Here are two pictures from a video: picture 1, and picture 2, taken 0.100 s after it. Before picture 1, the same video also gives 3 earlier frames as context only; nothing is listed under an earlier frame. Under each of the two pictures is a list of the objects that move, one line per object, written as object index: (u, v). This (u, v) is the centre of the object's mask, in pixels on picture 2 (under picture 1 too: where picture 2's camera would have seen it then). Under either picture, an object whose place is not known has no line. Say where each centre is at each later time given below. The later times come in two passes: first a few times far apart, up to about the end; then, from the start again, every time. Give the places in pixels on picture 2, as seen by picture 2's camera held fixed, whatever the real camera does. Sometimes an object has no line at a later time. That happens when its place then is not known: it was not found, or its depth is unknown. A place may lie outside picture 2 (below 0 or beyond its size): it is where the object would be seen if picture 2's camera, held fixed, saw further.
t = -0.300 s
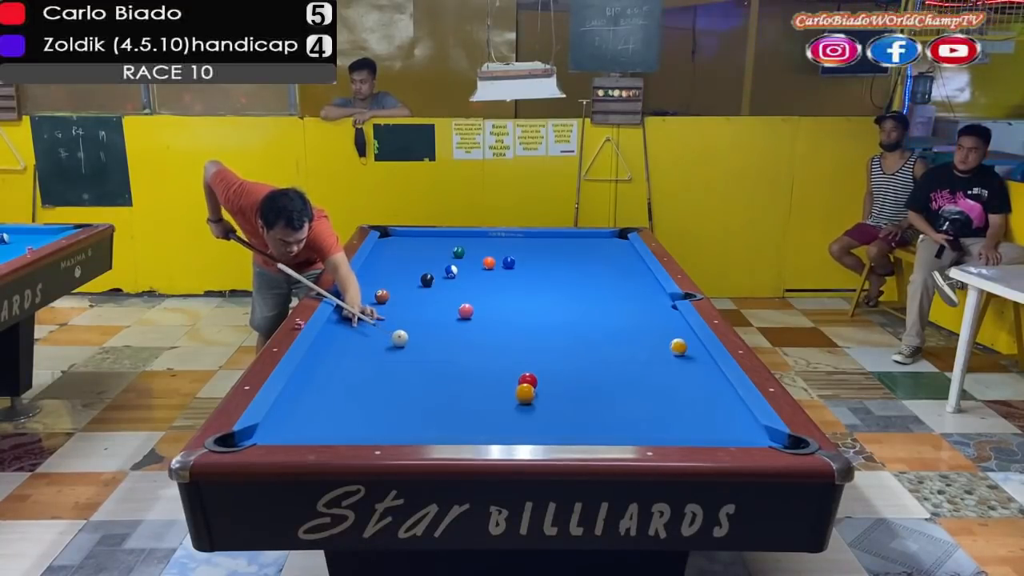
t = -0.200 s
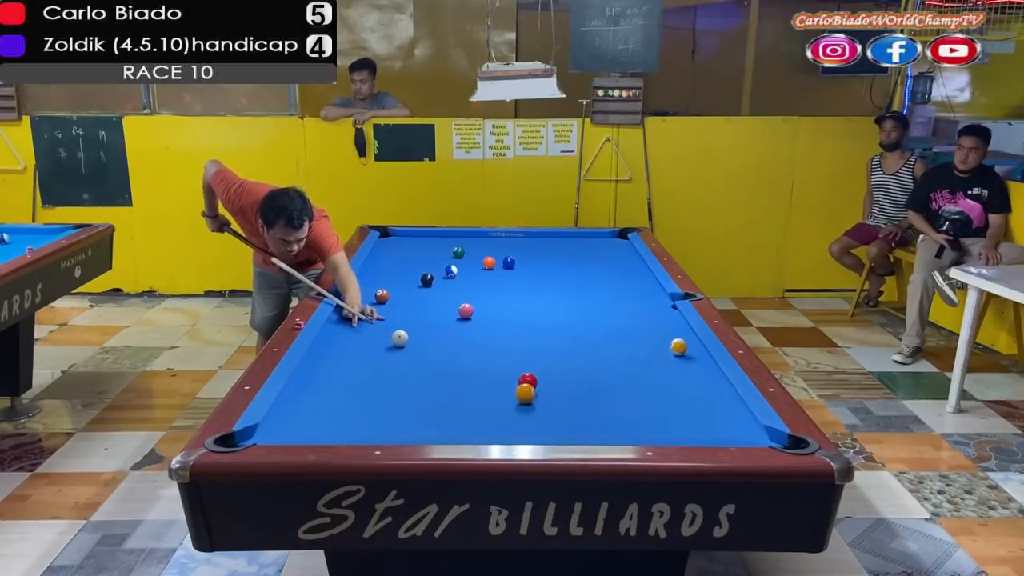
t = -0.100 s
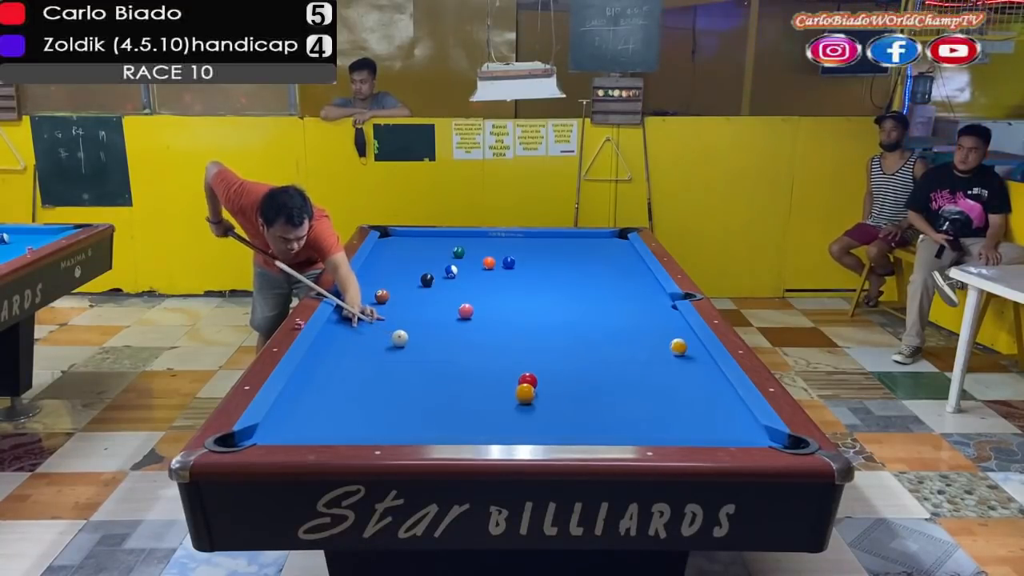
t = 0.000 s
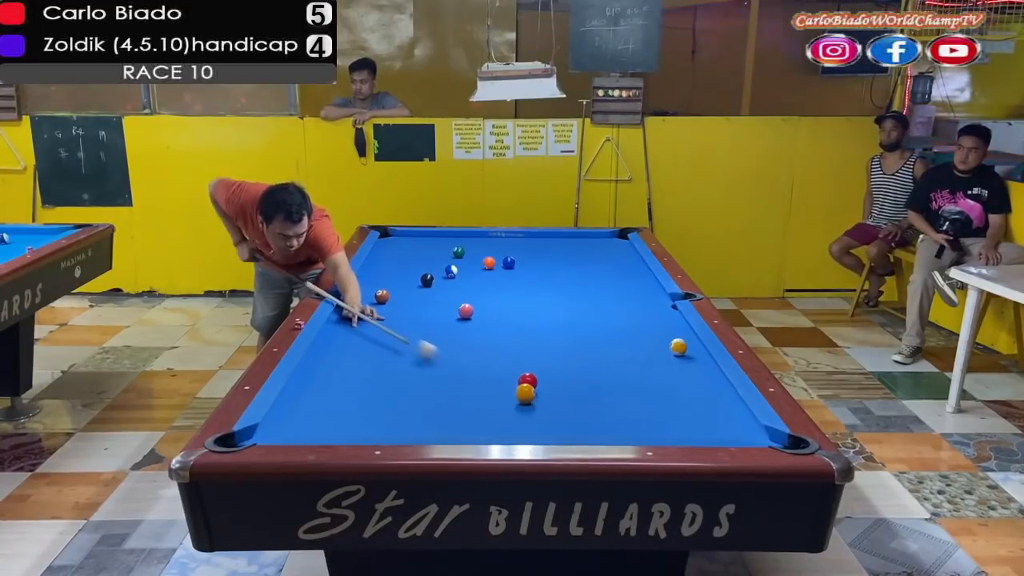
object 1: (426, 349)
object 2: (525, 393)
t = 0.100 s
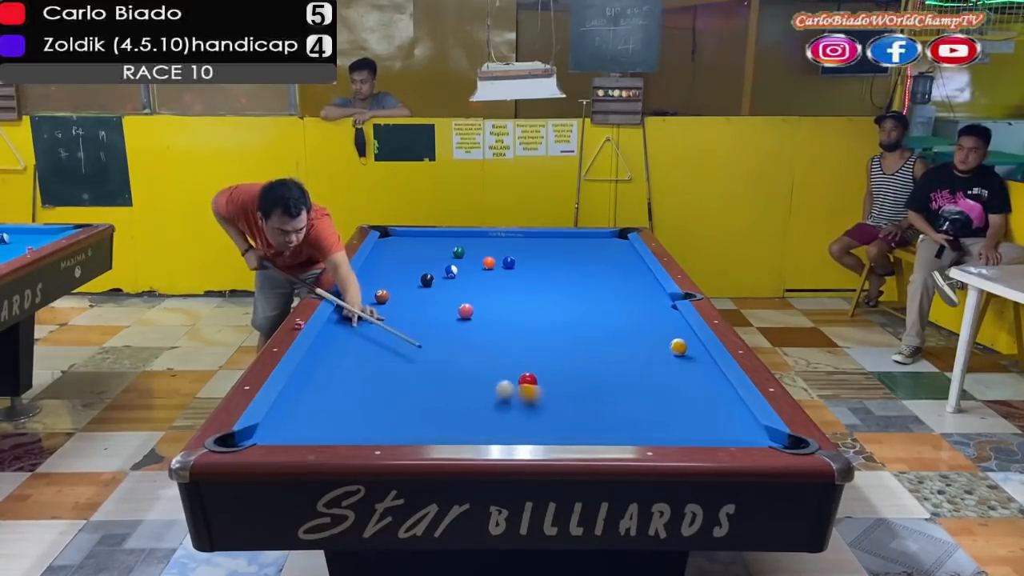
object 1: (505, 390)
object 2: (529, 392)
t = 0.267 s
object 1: (466, 429)
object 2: (722, 425)
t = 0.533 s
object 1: (406, 393)
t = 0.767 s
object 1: (365, 366)
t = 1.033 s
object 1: (326, 341)
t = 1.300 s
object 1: (353, 324)
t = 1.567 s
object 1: (382, 310)
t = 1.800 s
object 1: (404, 299)
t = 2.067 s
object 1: (427, 288)
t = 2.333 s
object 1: (447, 278)
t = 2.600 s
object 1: (469, 273)
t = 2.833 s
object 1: (488, 270)
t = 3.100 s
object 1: (509, 267)
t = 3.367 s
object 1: (528, 264)
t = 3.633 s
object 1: (545, 262)
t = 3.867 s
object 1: (559, 259)
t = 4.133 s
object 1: (573, 257)
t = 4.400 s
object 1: (586, 255)
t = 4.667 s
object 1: (597, 254)
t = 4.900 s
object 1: (606, 252)
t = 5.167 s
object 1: (616, 251)
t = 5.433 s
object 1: (624, 249)
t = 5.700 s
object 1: (629, 249)
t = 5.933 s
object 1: (626, 248)
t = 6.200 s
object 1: (624, 248)
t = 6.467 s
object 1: (622, 247)
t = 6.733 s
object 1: (622, 247)
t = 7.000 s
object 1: (622, 247)
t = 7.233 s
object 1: (622, 247)
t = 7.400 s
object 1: (622, 247)
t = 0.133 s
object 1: (497, 398)
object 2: (566, 399)
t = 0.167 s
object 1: (489, 407)
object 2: (604, 405)
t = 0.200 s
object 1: (481, 417)
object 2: (643, 412)
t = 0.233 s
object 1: (475, 425)
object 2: (682, 419)
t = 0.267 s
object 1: (466, 429)
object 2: (722, 425)
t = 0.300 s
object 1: (458, 426)
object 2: (762, 432)
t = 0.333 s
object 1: (449, 420)
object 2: (784, 442)
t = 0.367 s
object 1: (441, 416)
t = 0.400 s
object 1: (433, 410)
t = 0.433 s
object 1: (426, 406)
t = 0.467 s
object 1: (419, 402)
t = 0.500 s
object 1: (413, 397)
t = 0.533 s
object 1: (406, 393)
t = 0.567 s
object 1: (399, 389)
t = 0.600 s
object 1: (394, 384)
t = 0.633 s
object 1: (388, 381)
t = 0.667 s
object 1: (382, 377)
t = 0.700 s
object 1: (376, 373)
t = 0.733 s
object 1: (371, 370)
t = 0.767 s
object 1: (365, 366)
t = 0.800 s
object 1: (360, 363)
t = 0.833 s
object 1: (355, 360)
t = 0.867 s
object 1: (350, 356)
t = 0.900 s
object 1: (345, 353)
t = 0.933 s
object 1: (340, 350)
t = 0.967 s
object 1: (335, 347)
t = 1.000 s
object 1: (331, 344)
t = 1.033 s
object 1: (326, 341)
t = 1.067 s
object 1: (324, 338)
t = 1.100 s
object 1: (329, 336)
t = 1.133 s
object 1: (333, 334)
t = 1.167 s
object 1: (337, 332)
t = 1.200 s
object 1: (341, 330)
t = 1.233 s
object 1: (345, 328)
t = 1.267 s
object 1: (349, 326)
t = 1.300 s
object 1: (353, 324)
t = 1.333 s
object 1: (357, 322)
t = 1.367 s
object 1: (361, 320)
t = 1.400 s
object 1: (364, 318)
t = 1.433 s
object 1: (368, 316)
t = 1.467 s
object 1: (372, 315)
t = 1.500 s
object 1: (375, 313)
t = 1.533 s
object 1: (379, 311)
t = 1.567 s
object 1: (382, 310)
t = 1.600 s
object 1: (386, 308)
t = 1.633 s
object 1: (389, 306)
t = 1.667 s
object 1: (392, 305)
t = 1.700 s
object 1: (395, 303)
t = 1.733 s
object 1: (398, 302)
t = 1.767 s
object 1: (401, 300)
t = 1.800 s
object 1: (404, 299)
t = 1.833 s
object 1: (407, 297)
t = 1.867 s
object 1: (410, 296)
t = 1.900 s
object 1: (413, 295)
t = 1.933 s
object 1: (416, 293)
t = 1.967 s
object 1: (419, 292)
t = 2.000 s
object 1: (421, 290)
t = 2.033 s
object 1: (424, 289)
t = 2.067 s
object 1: (427, 288)
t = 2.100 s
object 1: (430, 287)
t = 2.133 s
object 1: (432, 285)
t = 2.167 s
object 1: (435, 284)
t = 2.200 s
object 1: (437, 283)
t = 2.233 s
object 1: (439, 282)
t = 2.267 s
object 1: (442, 281)
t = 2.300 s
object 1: (444, 279)
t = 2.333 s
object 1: (447, 278)
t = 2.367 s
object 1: (449, 277)
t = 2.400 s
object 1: (451, 276)
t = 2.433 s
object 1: (454, 275)
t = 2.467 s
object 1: (457, 274)
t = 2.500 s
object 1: (460, 274)
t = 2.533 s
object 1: (463, 273)
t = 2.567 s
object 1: (466, 273)
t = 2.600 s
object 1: (469, 273)
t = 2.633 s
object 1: (472, 272)
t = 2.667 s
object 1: (474, 272)
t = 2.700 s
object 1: (477, 271)
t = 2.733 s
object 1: (480, 271)
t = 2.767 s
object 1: (483, 270)
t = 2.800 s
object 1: (485, 270)
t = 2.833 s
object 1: (488, 270)
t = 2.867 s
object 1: (491, 269)
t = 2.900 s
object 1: (494, 269)
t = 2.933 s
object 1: (497, 269)
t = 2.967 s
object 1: (499, 268)
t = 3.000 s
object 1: (501, 268)
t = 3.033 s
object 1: (504, 268)
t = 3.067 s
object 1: (507, 267)
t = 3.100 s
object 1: (509, 267)
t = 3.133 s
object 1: (512, 266)
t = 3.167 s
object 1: (514, 266)
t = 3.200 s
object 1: (517, 266)
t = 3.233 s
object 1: (519, 265)
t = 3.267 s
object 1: (521, 265)
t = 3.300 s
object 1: (523, 265)
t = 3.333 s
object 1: (526, 264)
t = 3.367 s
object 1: (528, 264)
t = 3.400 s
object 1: (531, 263)
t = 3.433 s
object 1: (533, 263)
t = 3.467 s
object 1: (535, 263)
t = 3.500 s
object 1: (537, 263)
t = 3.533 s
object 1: (539, 262)
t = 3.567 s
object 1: (541, 262)
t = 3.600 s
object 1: (543, 262)
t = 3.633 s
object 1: (545, 262)
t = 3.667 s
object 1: (547, 261)
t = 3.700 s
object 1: (549, 261)
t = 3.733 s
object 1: (551, 260)
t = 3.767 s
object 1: (553, 260)
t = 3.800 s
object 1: (555, 260)
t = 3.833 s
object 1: (557, 260)
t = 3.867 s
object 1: (559, 259)
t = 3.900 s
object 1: (561, 259)
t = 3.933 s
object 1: (563, 259)
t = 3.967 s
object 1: (564, 259)
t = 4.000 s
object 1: (566, 258)
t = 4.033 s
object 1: (568, 258)
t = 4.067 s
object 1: (570, 258)
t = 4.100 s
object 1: (571, 257)
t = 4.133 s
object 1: (573, 257)
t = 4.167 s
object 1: (575, 257)
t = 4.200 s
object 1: (576, 257)
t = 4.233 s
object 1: (578, 257)
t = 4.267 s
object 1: (580, 256)
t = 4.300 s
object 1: (581, 256)
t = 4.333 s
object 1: (583, 256)
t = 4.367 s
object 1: (584, 256)
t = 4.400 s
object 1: (586, 255)
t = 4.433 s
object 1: (588, 255)
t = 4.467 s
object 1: (589, 255)
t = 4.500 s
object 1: (590, 255)
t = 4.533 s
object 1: (592, 254)
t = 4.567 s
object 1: (593, 254)
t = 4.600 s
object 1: (595, 254)
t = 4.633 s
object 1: (596, 254)
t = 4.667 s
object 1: (597, 254)
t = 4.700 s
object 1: (599, 253)
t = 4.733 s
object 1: (600, 253)
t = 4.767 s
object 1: (601, 253)
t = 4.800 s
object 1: (603, 253)
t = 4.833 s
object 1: (604, 252)
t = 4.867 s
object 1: (605, 252)
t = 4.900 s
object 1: (606, 252)
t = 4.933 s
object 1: (608, 252)
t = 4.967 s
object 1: (609, 252)
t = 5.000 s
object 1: (610, 252)
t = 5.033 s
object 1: (611, 251)
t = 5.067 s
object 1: (612, 251)
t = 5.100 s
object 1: (614, 251)
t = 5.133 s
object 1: (615, 251)
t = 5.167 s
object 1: (616, 251)
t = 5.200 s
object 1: (617, 251)
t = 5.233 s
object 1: (618, 250)
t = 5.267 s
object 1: (619, 250)
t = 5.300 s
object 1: (620, 250)
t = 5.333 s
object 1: (621, 250)
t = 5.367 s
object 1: (622, 250)
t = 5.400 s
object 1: (623, 250)
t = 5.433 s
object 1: (624, 249)
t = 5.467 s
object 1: (625, 249)
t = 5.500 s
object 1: (626, 249)
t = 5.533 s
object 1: (627, 249)
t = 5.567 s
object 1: (627, 249)
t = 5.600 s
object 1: (628, 249)
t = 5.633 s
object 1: (629, 249)
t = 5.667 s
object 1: (629, 249)
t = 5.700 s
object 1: (629, 249)
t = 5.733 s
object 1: (628, 249)
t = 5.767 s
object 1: (628, 249)
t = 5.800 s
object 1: (628, 249)
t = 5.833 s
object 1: (627, 249)
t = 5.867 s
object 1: (627, 248)
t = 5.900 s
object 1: (626, 248)
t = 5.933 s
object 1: (626, 248)
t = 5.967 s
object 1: (626, 248)
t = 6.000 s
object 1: (625, 248)
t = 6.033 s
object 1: (625, 248)
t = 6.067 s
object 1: (625, 248)
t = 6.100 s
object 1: (624, 248)
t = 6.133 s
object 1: (624, 248)
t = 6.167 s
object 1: (624, 248)
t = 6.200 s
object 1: (624, 248)
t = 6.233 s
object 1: (623, 248)
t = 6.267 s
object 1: (623, 248)
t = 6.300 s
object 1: (623, 248)
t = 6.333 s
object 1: (623, 248)
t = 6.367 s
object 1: (622, 248)
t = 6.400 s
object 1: (622, 247)
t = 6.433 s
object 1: (622, 247)
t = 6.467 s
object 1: (622, 247)
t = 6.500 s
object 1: (622, 247)
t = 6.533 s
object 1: (622, 247)
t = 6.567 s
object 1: (622, 247)
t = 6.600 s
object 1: (622, 247)
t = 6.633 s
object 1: (622, 247)
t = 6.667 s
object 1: (622, 247)
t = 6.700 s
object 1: (622, 247)
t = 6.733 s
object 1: (622, 247)
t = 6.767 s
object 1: (622, 247)
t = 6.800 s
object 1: (622, 247)
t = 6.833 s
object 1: (622, 247)
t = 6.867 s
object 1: (622, 247)
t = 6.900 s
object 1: (622, 247)
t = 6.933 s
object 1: (622, 247)
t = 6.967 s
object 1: (622, 247)
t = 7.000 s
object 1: (622, 247)
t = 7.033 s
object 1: (622, 247)
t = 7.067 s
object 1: (622, 247)
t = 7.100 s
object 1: (622, 247)
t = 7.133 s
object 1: (622, 247)
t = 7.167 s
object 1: (622, 247)
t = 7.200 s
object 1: (622, 247)
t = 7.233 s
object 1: (622, 247)
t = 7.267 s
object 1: (622, 247)
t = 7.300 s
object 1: (622, 247)
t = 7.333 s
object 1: (622, 247)
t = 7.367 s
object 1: (622, 247)
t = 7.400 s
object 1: (622, 247)
